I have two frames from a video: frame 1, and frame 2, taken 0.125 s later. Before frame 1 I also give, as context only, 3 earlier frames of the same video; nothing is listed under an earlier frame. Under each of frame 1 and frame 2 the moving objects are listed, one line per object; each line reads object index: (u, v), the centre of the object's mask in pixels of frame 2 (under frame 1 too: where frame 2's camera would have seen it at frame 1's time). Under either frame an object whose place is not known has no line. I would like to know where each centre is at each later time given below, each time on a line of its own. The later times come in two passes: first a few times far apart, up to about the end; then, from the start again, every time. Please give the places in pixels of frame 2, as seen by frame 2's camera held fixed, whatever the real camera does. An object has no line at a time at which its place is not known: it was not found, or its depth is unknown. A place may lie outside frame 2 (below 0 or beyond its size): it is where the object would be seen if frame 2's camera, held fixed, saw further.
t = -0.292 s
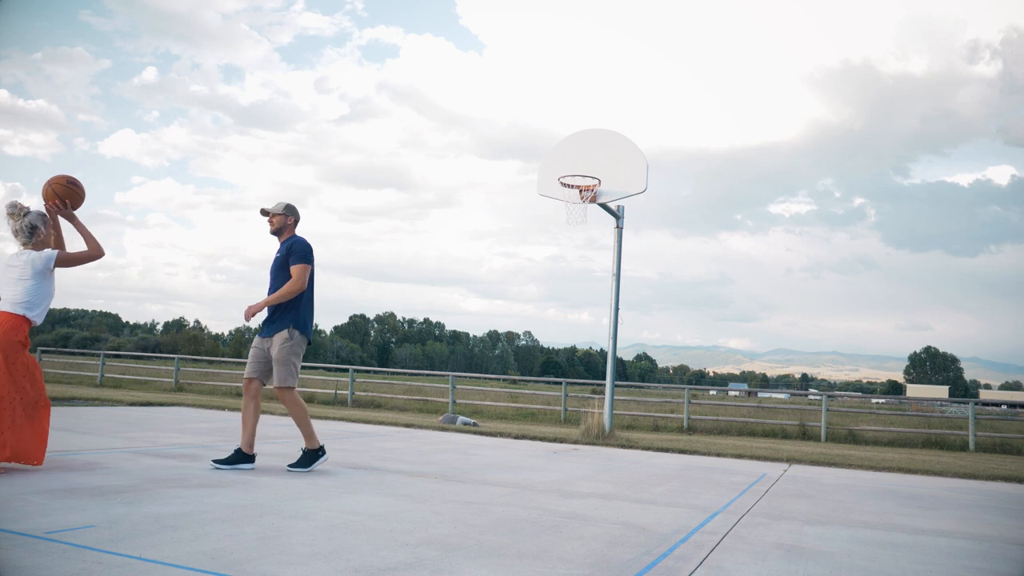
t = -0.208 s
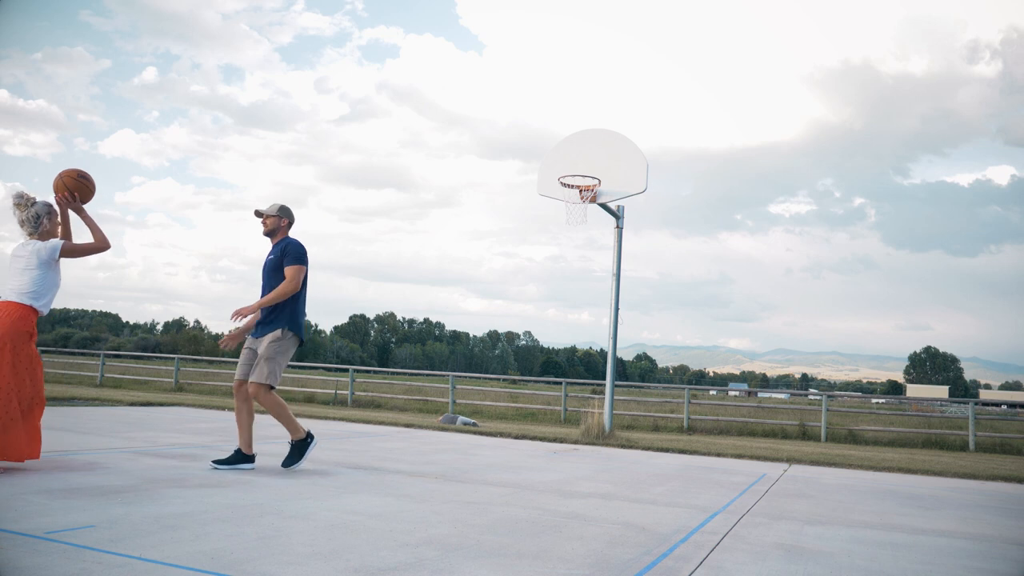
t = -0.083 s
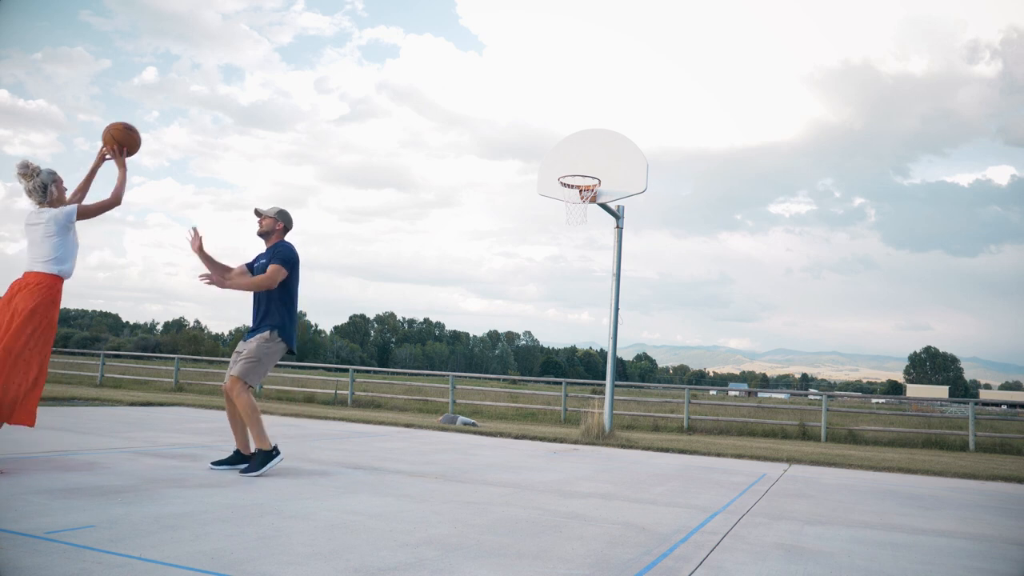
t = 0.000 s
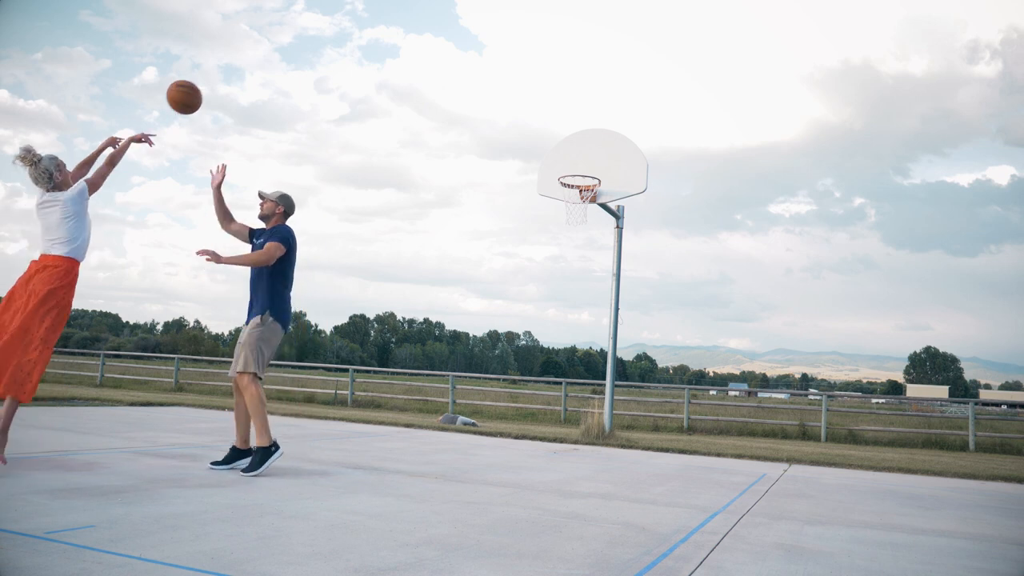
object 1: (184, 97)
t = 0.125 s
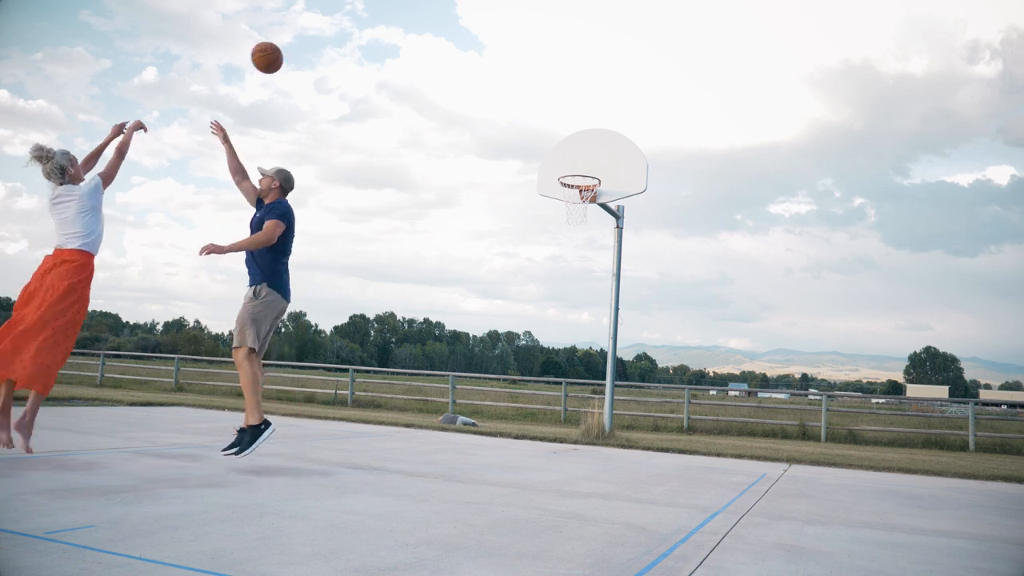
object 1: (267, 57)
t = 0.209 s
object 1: (314, 45)
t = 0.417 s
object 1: (410, 49)
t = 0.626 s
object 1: (484, 95)
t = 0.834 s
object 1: (543, 171)
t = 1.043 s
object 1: (590, 272)
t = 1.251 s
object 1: (629, 396)
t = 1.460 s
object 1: (649, 392)
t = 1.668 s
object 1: (662, 348)
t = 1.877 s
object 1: (672, 338)
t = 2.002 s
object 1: (676, 347)
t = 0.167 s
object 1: (291, 50)
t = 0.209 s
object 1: (314, 45)
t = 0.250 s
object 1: (335, 42)
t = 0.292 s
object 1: (356, 41)
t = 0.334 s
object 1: (375, 42)
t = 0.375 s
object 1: (393, 45)
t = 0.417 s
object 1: (410, 49)
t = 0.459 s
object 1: (427, 56)
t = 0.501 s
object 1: (442, 63)
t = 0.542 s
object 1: (457, 72)
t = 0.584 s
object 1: (471, 83)
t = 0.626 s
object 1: (484, 95)
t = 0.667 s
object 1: (497, 108)
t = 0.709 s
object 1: (509, 122)
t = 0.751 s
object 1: (521, 137)
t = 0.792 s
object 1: (532, 153)
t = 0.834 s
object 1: (543, 171)
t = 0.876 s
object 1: (553, 189)
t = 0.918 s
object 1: (563, 209)
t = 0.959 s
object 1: (572, 229)
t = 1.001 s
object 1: (582, 250)
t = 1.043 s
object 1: (590, 272)
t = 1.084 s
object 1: (599, 295)
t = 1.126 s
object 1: (607, 319)
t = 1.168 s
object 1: (615, 344)
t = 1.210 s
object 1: (623, 370)
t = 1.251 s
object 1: (629, 396)
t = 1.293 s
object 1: (636, 424)
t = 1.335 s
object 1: (641, 437)
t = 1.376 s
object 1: (644, 420)
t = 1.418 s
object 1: (647, 406)
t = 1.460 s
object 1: (649, 392)
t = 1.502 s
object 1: (652, 381)
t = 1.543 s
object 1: (655, 370)
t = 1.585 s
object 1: (657, 362)
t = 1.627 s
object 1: (660, 354)
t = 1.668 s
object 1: (662, 348)
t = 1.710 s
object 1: (664, 343)
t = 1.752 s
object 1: (666, 340)
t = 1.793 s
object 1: (668, 338)
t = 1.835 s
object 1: (670, 338)
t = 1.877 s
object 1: (672, 338)
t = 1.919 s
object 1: (673, 340)
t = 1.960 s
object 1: (675, 343)
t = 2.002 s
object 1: (676, 347)
